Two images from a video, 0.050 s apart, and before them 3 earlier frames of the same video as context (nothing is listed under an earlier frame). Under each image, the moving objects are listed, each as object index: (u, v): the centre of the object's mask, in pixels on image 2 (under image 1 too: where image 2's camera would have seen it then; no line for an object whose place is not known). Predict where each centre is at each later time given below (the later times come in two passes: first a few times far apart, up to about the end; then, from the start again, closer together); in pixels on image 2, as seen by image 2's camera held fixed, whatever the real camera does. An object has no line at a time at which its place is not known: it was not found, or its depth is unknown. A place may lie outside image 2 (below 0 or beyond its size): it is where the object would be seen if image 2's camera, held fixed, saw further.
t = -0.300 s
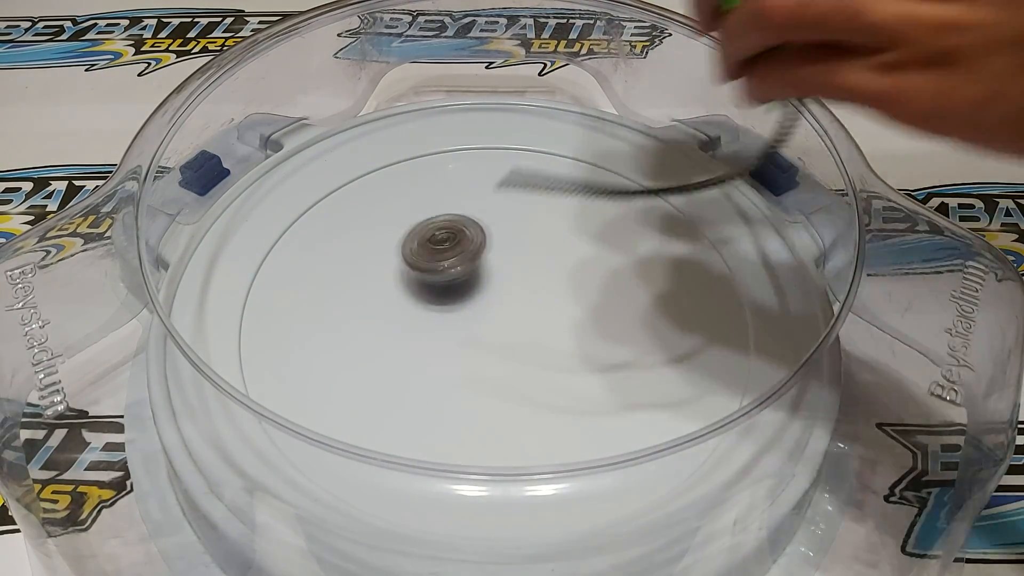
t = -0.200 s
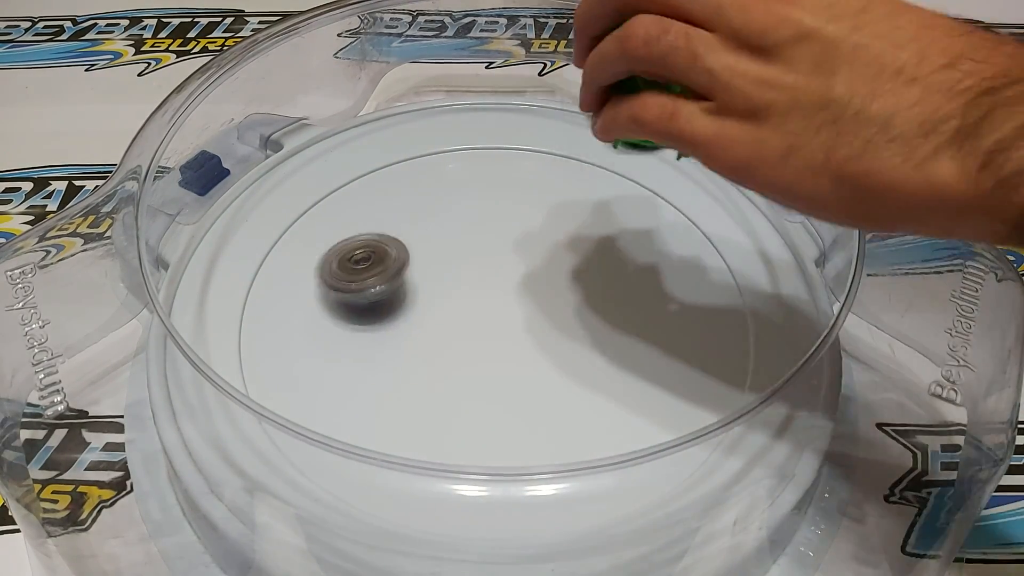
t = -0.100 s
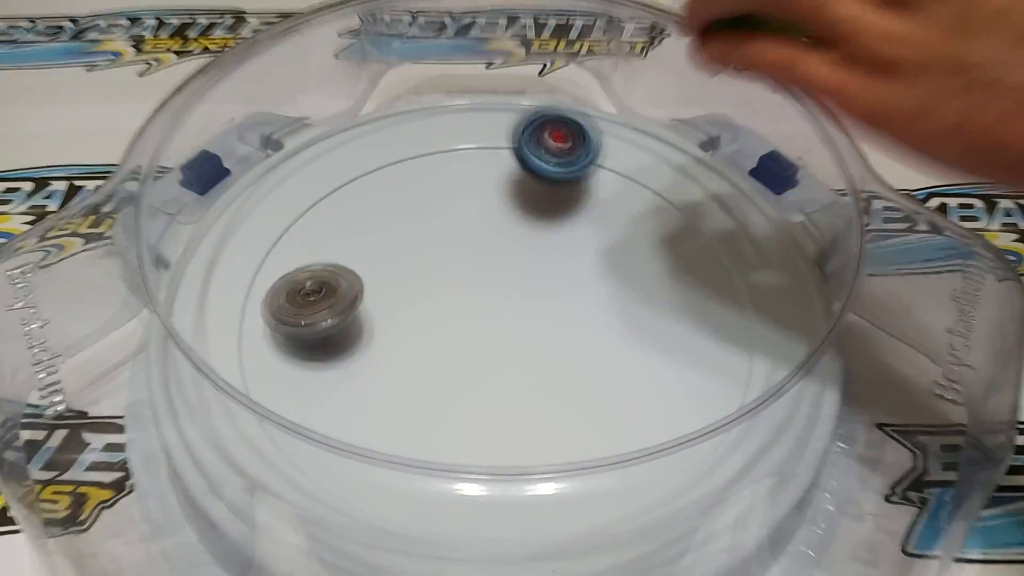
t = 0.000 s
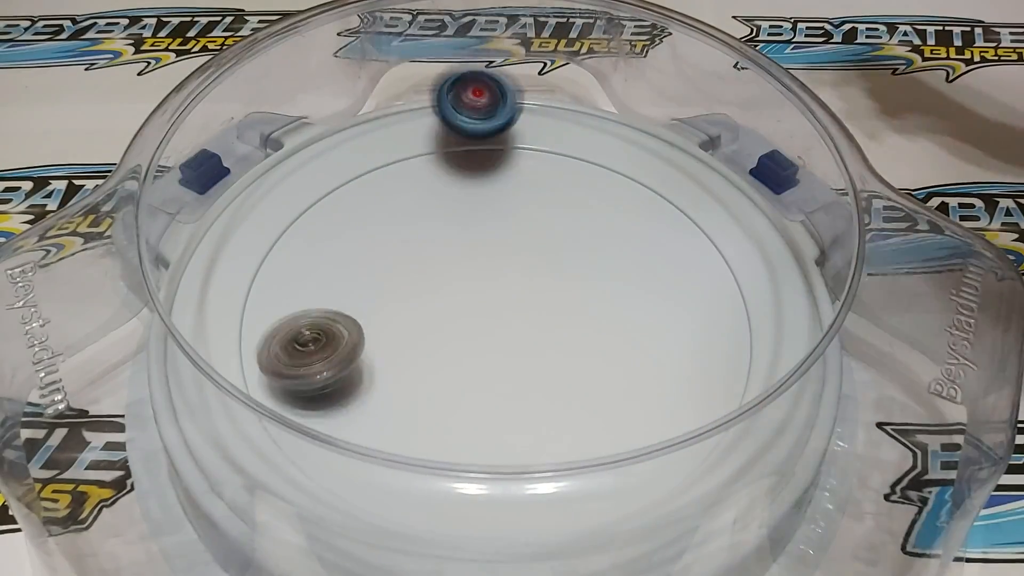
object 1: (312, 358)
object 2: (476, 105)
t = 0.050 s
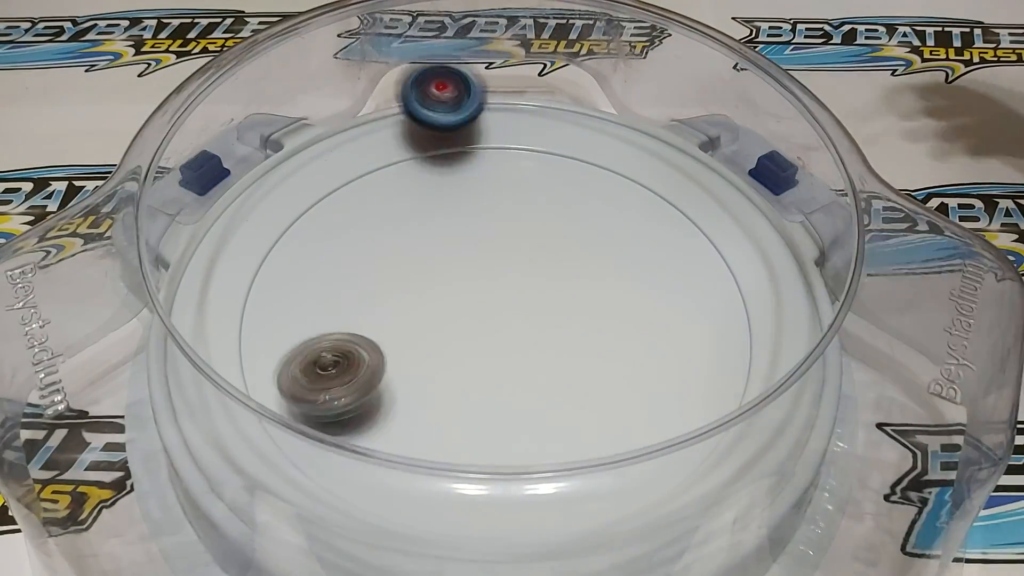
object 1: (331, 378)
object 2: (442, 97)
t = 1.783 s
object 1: (577, 136)
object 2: (728, 298)
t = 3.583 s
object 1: (623, 159)
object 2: (704, 371)
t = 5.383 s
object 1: (728, 377)
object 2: (515, 366)
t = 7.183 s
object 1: (392, 446)
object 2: (426, 308)
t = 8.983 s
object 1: (753, 284)
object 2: (330, 168)
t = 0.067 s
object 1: (340, 384)
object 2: (431, 97)
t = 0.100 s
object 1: (365, 398)
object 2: (410, 93)
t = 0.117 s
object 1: (378, 404)
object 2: (401, 95)
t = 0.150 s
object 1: (407, 414)
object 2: (384, 99)
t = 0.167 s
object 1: (423, 418)
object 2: (378, 104)
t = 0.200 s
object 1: (456, 423)
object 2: (369, 119)
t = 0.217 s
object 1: (473, 426)
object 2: (367, 128)
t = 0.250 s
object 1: (505, 428)
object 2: (365, 153)
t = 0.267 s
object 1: (521, 427)
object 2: (367, 169)
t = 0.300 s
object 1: (551, 425)
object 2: (372, 204)
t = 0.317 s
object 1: (565, 421)
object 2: (376, 221)
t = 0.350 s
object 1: (590, 412)
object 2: (394, 261)
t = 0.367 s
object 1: (600, 405)
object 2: (404, 281)
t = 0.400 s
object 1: (616, 379)
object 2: (434, 322)
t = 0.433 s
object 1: (623, 353)
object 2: (470, 360)
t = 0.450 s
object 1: (622, 343)
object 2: (491, 378)
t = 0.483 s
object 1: (620, 314)
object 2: (537, 411)
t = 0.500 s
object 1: (615, 302)
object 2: (563, 419)
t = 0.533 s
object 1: (603, 277)
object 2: (615, 447)
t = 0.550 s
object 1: (595, 264)
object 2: (641, 456)
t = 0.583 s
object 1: (577, 242)
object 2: (683, 462)
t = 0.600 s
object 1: (566, 237)
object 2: (692, 446)
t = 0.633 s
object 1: (543, 219)
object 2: (704, 426)
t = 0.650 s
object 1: (531, 209)
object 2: (707, 423)
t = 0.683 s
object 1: (507, 194)
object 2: (708, 406)
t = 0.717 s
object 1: (481, 185)
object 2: (700, 379)
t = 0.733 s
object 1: (468, 187)
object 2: (697, 370)
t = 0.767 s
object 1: (443, 181)
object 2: (685, 344)
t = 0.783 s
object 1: (431, 181)
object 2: (677, 331)
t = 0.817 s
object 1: (408, 181)
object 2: (658, 304)
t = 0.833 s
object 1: (396, 183)
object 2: (647, 292)
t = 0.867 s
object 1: (373, 183)
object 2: (626, 264)
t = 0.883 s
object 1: (362, 184)
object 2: (615, 253)
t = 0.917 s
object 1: (344, 196)
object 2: (595, 226)
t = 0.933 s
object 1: (336, 202)
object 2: (584, 215)
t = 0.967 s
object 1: (321, 221)
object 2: (564, 191)
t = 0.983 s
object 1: (314, 229)
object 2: (554, 183)
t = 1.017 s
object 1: (306, 254)
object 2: (532, 166)
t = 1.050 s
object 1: (299, 278)
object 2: (509, 154)
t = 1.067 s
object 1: (296, 289)
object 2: (496, 151)
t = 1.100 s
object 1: (295, 317)
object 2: (472, 147)
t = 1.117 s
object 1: (298, 335)
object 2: (460, 149)
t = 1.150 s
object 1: (306, 365)
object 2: (436, 158)
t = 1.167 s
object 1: (312, 376)
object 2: (423, 163)
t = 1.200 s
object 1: (338, 401)
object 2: (402, 180)
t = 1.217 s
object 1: (352, 422)
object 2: (393, 191)
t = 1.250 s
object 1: (390, 450)
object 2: (375, 216)
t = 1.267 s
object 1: (412, 458)
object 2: (367, 231)
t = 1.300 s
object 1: (462, 471)
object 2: (356, 265)
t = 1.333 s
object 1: (515, 473)
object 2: (350, 300)
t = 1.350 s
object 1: (541, 470)
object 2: (351, 321)
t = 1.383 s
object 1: (589, 457)
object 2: (355, 360)
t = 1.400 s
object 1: (613, 447)
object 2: (361, 382)
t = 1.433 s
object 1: (649, 423)
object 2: (383, 414)
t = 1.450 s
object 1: (664, 400)
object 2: (392, 437)
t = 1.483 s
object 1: (694, 373)
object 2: (424, 475)
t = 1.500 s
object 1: (703, 359)
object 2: (443, 492)
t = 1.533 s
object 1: (715, 322)
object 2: (484, 515)
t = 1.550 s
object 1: (718, 308)
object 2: (505, 510)
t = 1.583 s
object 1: (718, 272)
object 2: (550, 495)
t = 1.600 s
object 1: (715, 254)
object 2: (573, 481)
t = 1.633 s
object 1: (704, 223)
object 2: (613, 453)
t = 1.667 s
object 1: (688, 193)
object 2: (642, 413)
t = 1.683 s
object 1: (677, 180)
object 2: (658, 402)
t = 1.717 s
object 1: (650, 158)
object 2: (690, 375)
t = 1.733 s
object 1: (633, 153)
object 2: (701, 354)
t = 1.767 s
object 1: (595, 141)
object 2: (721, 317)
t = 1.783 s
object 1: (577, 136)
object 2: (728, 298)
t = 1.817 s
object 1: (539, 128)
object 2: (738, 259)
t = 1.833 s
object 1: (516, 126)
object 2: (724, 240)
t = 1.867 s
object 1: (477, 126)
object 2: (696, 207)
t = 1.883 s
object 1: (456, 128)
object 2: (681, 198)
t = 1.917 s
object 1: (416, 134)
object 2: (647, 176)
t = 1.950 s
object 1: (377, 149)
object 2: (610, 155)
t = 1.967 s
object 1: (361, 156)
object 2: (590, 147)
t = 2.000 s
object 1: (324, 176)
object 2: (548, 136)
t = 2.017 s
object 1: (309, 190)
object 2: (527, 132)
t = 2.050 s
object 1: (280, 218)
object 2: (483, 129)
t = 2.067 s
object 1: (268, 240)
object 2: (461, 129)
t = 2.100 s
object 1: (251, 279)
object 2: (416, 133)
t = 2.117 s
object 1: (245, 296)
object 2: (395, 136)
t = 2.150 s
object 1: (248, 339)
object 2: (354, 151)
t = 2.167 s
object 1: (251, 356)
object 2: (334, 161)
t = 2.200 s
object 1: (272, 397)
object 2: (297, 185)
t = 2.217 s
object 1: (291, 421)
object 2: (282, 202)
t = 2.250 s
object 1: (324, 461)
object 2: (253, 238)
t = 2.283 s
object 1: (373, 489)
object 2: (235, 281)
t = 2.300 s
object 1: (397, 513)
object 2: (232, 306)
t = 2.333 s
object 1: (462, 513)
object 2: (243, 354)
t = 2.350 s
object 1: (494, 517)
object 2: (255, 378)
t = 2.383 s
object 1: (557, 512)
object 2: (291, 431)
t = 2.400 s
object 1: (588, 507)
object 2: (324, 454)
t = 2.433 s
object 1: (646, 489)
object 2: (399, 485)
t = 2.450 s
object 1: (671, 475)
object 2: (440, 496)
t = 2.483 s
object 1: (712, 437)
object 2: (526, 497)
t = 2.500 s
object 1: (727, 416)
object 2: (568, 485)
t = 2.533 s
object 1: (743, 365)
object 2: (643, 455)
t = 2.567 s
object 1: (758, 332)
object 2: (704, 411)
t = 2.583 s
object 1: (759, 306)
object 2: (717, 382)
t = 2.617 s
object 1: (748, 260)
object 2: (741, 333)
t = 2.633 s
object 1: (731, 238)
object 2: (741, 313)
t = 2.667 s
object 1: (687, 192)
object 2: (736, 288)
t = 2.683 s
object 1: (666, 176)
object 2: (727, 273)
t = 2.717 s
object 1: (606, 149)
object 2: (702, 247)
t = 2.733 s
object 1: (580, 141)
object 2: (687, 235)
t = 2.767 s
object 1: (515, 131)
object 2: (655, 213)
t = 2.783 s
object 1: (488, 131)
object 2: (636, 206)
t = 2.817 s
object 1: (427, 137)
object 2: (598, 193)
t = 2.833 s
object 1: (401, 143)
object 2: (576, 188)
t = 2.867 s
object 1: (348, 166)
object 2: (532, 180)
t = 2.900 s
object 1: (307, 194)
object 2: (487, 176)
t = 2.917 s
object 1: (288, 213)
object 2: (464, 176)
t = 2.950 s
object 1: (261, 250)
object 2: (418, 176)
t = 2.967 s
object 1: (250, 272)
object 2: (396, 177)
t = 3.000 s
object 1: (239, 314)
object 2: (349, 181)
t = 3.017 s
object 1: (245, 339)
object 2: (328, 183)
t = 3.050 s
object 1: (252, 382)
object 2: (286, 193)
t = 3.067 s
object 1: (268, 409)
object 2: (269, 201)
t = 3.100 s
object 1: (304, 451)
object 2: (256, 226)
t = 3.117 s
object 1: (332, 478)
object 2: (252, 246)
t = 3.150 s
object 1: (386, 511)
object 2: (248, 280)
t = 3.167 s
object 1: (424, 511)
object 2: (248, 300)
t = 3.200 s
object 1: (495, 518)
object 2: (256, 341)
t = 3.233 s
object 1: (568, 515)
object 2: (271, 374)
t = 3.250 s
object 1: (600, 504)
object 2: (279, 396)
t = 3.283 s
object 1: (660, 476)
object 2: (313, 431)
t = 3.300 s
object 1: (684, 463)
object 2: (336, 446)
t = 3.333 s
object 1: (721, 416)
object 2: (387, 467)
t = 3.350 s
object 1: (731, 394)
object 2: (413, 477)
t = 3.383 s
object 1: (747, 350)
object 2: (469, 486)
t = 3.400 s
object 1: (751, 326)
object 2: (499, 486)
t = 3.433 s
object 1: (745, 288)
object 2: (557, 480)
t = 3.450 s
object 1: (737, 269)
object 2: (584, 474)
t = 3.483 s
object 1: (717, 231)
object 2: (629, 458)
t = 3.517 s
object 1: (692, 200)
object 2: (666, 432)
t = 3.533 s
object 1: (676, 186)
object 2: (680, 416)
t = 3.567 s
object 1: (641, 166)
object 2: (697, 384)
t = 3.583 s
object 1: (623, 159)
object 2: (704, 371)
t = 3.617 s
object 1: (587, 142)
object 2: (707, 337)
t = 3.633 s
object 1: (566, 138)
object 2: (705, 321)
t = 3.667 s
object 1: (530, 133)
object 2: (693, 288)
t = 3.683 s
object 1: (511, 131)
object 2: (683, 272)
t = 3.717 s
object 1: (472, 134)
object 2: (660, 240)
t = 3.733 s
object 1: (455, 137)
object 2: (647, 226)
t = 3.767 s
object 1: (420, 146)
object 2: (618, 200)
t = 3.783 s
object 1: (401, 155)
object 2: (601, 188)
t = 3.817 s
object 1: (369, 170)
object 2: (566, 168)
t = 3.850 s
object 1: (338, 197)
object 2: (526, 146)
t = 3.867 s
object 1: (324, 209)
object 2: (507, 137)
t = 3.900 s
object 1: (302, 238)
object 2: (468, 123)
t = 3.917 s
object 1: (291, 256)
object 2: (447, 121)
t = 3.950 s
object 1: (275, 290)
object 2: (412, 123)
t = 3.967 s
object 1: (270, 307)
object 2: (394, 132)
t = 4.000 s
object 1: (269, 352)
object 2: (358, 152)
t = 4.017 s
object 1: (275, 365)
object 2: (341, 163)
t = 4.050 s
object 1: (285, 410)
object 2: (308, 186)
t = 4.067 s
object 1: (293, 437)
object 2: (294, 198)
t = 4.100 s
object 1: (324, 471)
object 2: (274, 234)
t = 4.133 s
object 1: (378, 493)
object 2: (260, 271)
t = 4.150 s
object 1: (405, 502)
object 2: (256, 290)
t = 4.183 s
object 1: (465, 505)
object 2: (257, 331)
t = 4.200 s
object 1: (496, 507)
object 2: (265, 351)
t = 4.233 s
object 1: (558, 506)
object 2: (289, 392)
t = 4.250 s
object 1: (585, 501)
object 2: (305, 414)
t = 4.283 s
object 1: (634, 476)
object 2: (342, 443)
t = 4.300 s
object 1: (653, 459)
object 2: (365, 458)
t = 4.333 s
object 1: (689, 429)
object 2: (419, 478)
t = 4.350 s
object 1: (703, 411)
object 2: (447, 486)
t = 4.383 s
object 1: (724, 375)
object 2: (505, 485)
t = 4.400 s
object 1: (739, 359)
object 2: (535, 480)
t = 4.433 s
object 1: (747, 329)
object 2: (590, 465)
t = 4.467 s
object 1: (743, 295)
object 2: (639, 442)
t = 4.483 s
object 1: (738, 277)
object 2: (658, 426)
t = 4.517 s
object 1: (720, 249)
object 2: (687, 389)
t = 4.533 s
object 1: (708, 238)
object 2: (702, 377)
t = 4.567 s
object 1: (680, 217)
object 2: (723, 342)
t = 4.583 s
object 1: (665, 207)
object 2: (729, 321)
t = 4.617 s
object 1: (629, 192)
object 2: (732, 282)
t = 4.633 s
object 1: (609, 188)
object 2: (732, 263)
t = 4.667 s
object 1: (569, 180)
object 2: (725, 224)
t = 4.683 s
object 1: (549, 180)
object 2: (718, 210)
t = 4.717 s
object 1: (506, 177)
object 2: (696, 181)
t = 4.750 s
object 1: (462, 174)
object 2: (656, 160)
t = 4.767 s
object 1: (440, 176)
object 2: (638, 152)
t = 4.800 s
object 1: (401, 181)
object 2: (598, 135)
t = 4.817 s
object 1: (380, 186)
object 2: (575, 129)
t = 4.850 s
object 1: (341, 196)
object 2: (529, 127)
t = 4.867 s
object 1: (322, 203)
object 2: (506, 125)
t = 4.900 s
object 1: (289, 219)
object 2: (458, 127)
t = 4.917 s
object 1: (275, 228)
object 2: (435, 132)
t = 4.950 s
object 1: (251, 250)
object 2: (392, 145)
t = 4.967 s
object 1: (243, 262)
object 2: (370, 155)
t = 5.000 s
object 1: (240, 294)
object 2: (332, 176)
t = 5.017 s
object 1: (241, 309)
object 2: (315, 191)
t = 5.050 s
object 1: (249, 337)
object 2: (286, 222)
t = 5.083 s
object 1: (270, 368)
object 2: (267, 260)
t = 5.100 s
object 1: (275, 391)
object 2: (261, 280)
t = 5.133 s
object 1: (296, 425)
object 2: (259, 320)
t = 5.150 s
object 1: (307, 444)
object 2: (264, 341)
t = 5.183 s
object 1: (372, 483)
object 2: (278, 359)
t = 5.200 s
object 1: (411, 495)
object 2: (287, 366)
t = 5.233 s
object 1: (492, 509)
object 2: (312, 377)
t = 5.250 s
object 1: (535, 508)
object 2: (328, 381)
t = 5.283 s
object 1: (607, 493)
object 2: (366, 385)
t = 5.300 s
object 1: (638, 476)
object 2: (389, 386)
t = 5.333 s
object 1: (684, 436)
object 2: (439, 382)
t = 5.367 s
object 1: (722, 405)
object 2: (489, 372)
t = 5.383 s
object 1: (728, 377)
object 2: (515, 366)
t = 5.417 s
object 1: (747, 346)
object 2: (564, 348)
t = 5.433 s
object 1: (750, 326)
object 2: (586, 336)
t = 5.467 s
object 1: (747, 290)
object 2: (625, 310)
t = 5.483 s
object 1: (743, 272)
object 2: (644, 295)
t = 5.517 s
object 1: (744, 238)
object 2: (634, 267)
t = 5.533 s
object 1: (736, 223)
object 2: (622, 251)
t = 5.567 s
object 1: (720, 207)
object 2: (600, 223)
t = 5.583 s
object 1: (710, 205)
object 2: (587, 211)
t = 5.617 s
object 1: (688, 189)
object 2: (565, 186)
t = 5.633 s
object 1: (674, 185)
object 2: (552, 173)
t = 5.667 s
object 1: (647, 178)
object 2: (530, 146)
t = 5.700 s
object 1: (615, 170)
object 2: (507, 127)
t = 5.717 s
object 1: (598, 169)
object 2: (495, 118)
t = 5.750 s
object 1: (563, 168)
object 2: (471, 116)
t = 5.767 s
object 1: (544, 167)
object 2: (459, 119)
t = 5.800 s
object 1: (516, 176)
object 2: (428, 119)
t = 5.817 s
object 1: (511, 189)
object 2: (402, 109)
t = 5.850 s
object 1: (502, 215)
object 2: (356, 105)
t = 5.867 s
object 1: (496, 229)
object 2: (345, 119)
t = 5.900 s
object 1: (481, 257)
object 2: (321, 149)
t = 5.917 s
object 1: (474, 271)
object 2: (313, 165)
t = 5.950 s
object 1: (462, 298)
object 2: (300, 204)
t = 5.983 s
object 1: (454, 326)
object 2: (294, 245)
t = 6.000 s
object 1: (451, 340)
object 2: (297, 268)
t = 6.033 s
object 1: (448, 364)
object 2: (308, 310)
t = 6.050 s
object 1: (449, 377)
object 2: (319, 332)
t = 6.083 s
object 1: (454, 399)
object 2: (347, 371)
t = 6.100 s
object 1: (471, 405)
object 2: (353, 384)
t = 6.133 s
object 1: (512, 422)
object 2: (359, 404)
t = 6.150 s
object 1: (532, 441)
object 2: (363, 427)
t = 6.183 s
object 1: (568, 451)
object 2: (382, 450)
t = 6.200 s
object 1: (586, 454)
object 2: (397, 461)
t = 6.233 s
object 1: (621, 453)
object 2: (429, 473)
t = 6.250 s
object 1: (636, 451)
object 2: (447, 476)
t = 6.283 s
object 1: (661, 440)
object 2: (489, 475)
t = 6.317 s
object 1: (680, 426)
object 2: (533, 468)
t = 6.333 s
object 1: (687, 416)
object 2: (556, 462)
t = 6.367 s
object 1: (694, 391)
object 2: (595, 437)
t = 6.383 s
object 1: (705, 382)
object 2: (598, 420)
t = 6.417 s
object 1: (734, 351)
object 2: (602, 407)
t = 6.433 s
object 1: (744, 332)
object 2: (602, 398)
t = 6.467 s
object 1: (753, 300)
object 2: (596, 369)
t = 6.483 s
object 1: (748, 283)
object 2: (590, 355)
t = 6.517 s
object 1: (731, 257)
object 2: (576, 328)
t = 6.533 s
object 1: (720, 247)
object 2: (569, 313)
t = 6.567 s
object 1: (696, 224)
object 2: (549, 287)
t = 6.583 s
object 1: (681, 216)
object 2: (538, 273)
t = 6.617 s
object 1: (652, 199)
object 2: (515, 248)
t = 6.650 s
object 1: (618, 190)
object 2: (491, 228)
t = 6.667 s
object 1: (601, 186)
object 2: (479, 217)
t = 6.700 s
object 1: (566, 182)
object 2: (452, 200)
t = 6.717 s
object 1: (549, 181)
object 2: (440, 192)
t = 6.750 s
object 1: (514, 185)
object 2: (414, 180)
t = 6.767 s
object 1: (496, 188)
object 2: (399, 175)
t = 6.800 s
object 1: (463, 195)
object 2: (374, 168)
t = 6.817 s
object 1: (447, 201)
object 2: (362, 165)
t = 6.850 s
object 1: (416, 211)
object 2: (337, 163)
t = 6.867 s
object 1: (403, 218)
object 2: (331, 169)
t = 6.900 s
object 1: (382, 241)
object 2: (320, 179)
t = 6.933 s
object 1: (367, 269)
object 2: (314, 192)
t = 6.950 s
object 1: (359, 280)
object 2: (312, 197)
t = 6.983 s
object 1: (345, 308)
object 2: (317, 212)
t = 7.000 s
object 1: (340, 322)
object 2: (320, 221)
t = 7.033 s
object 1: (334, 350)
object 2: (332, 238)
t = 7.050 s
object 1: (334, 365)
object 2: (338, 246)
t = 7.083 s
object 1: (340, 389)
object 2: (356, 266)
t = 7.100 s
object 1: (346, 399)
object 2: (363, 273)
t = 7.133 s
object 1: (363, 411)
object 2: (387, 290)
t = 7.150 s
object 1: (369, 431)
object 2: (399, 298)
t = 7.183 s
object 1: (392, 446)
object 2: (426, 308)
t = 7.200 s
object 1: (406, 446)
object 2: (441, 314)
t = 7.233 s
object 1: (435, 457)
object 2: (468, 321)
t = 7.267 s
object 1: (467, 459)
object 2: (497, 324)
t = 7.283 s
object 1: (483, 458)
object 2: (512, 326)
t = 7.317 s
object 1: (514, 452)
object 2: (538, 324)
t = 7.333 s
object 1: (529, 446)
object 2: (552, 324)
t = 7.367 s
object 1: (555, 423)
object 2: (577, 317)
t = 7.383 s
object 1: (568, 416)
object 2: (587, 312)
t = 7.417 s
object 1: (587, 399)
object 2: (609, 302)
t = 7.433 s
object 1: (594, 389)
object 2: (617, 295)
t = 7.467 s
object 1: (603, 367)
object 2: (636, 279)
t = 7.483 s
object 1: (604, 359)
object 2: (645, 268)
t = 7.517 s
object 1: (601, 346)
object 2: (659, 248)
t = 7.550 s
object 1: (596, 324)
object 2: (668, 229)
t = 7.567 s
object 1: (593, 311)
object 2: (671, 217)
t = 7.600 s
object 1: (583, 292)
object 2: (675, 201)
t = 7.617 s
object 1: (577, 283)
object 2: (676, 192)
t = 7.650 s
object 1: (562, 274)
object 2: (674, 181)
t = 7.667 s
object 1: (556, 260)
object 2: (671, 177)
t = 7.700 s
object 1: (541, 247)
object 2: (653, 180)
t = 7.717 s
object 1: (532, 240)
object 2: (644, 182)
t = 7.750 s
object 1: (516, 229)
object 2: (622, 188)
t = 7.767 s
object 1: (506, 227)
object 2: (611, 195)
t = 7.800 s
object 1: (489, 218)
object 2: (586, 205)
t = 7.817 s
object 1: (479, 216)
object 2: (572, 212)
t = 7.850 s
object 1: (441, 203)
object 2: (569, 235)
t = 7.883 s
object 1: (401, 193)
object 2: (575, 262)
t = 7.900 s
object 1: (382, 185)
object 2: (577, 272)
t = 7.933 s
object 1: (345, 178)
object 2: (580, 301)
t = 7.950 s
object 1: (332, 185)
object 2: (579, 313)
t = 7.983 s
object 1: (318, 181)
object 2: (579, 340)
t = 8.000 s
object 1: (317, 193)
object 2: (577, 353)
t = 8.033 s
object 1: (322, 222)
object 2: (574, 375)
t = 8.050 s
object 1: (326, 239)
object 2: (572, 388)
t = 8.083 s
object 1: (336, 259)
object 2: (565, 405)
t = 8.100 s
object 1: (342, 273)
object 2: (560, 414)
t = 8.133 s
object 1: (360, 301)
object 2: (549, 424)
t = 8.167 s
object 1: (380, 325)
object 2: (536, 433)
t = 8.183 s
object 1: (392, 333)
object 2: (528, 436)
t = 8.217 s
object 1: (416, 352)
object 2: (510, 440)
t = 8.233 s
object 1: (430, 360)
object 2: (500, 442)
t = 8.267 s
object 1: (457, 369)
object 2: (478, 441)
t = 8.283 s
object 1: (472, 369)
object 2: (465, 446)
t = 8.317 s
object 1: (503, 361)
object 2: (440, 439)
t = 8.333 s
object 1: (518, 353)
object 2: (427, 438)
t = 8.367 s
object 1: (545, 338)
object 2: (408, 445)
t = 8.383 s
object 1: (557, 332)
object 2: (387, 434)
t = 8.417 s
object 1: (577, 314)
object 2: (385, 430)
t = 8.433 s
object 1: (587, 305)
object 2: (379, 423)
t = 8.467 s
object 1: (602, 288)
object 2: (375, 418)
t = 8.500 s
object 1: (613, 272)
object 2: (374, 406)
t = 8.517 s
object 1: (616, 263)
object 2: (375, 401)
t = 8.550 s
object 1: (621, 247)
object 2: (379, 374)
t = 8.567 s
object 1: (622, 239)
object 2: (383, 363)
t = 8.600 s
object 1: (623, 220)
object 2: (394, 343)
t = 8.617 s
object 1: (622, 213)
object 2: (399, 326)
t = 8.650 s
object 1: (615, 209)
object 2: (414, 306)
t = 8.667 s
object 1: (613, 198)
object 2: (421, 295)
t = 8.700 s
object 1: (603, 198)
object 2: (439, 275)
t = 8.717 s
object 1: (597, 197)
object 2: (447, 269)
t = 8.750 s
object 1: (585, 194)
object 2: (466, 250)
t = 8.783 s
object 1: (572, 196)
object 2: (485, 239)
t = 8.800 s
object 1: (567, 193)
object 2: (494, 230)
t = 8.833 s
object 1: (610, 202)
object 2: (457, 202)
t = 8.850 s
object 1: (634, 206)
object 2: (436, 198)
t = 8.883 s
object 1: (673, 226)
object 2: (403, 183)
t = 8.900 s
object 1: (694, 231)
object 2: (386, 175)
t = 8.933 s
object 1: (726, 248)
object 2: (359, 166)
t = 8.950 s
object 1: (735, 259)
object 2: (348, 165)
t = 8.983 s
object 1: (753, 284)
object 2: (330, 168)
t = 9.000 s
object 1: (761, 295)
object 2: (322, 175)
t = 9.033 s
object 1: (773, 317)
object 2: (319, 186)
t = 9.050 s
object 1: (774, 328)
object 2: (319, 192)
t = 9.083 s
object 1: (786, 354)
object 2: (322, 208)
